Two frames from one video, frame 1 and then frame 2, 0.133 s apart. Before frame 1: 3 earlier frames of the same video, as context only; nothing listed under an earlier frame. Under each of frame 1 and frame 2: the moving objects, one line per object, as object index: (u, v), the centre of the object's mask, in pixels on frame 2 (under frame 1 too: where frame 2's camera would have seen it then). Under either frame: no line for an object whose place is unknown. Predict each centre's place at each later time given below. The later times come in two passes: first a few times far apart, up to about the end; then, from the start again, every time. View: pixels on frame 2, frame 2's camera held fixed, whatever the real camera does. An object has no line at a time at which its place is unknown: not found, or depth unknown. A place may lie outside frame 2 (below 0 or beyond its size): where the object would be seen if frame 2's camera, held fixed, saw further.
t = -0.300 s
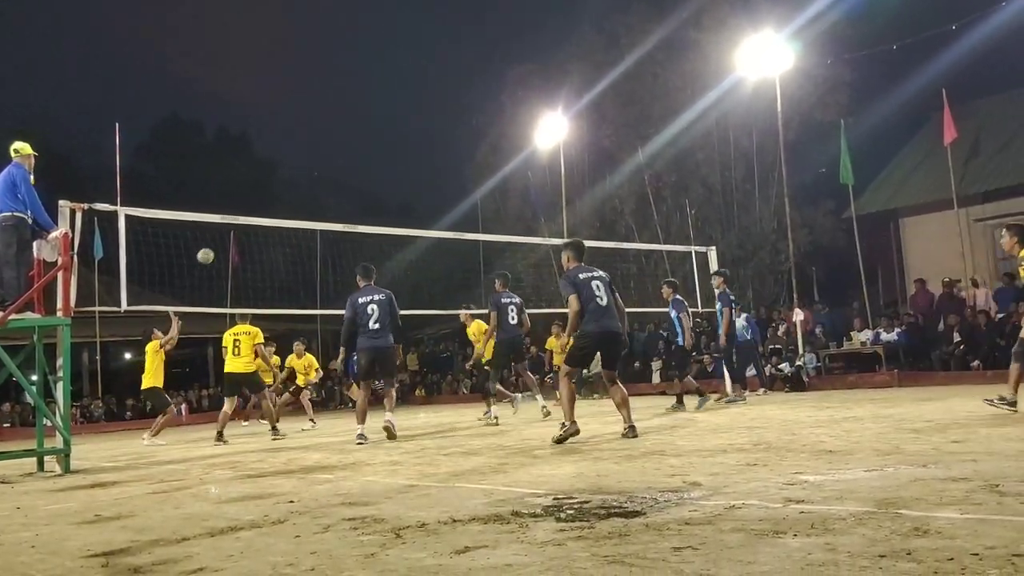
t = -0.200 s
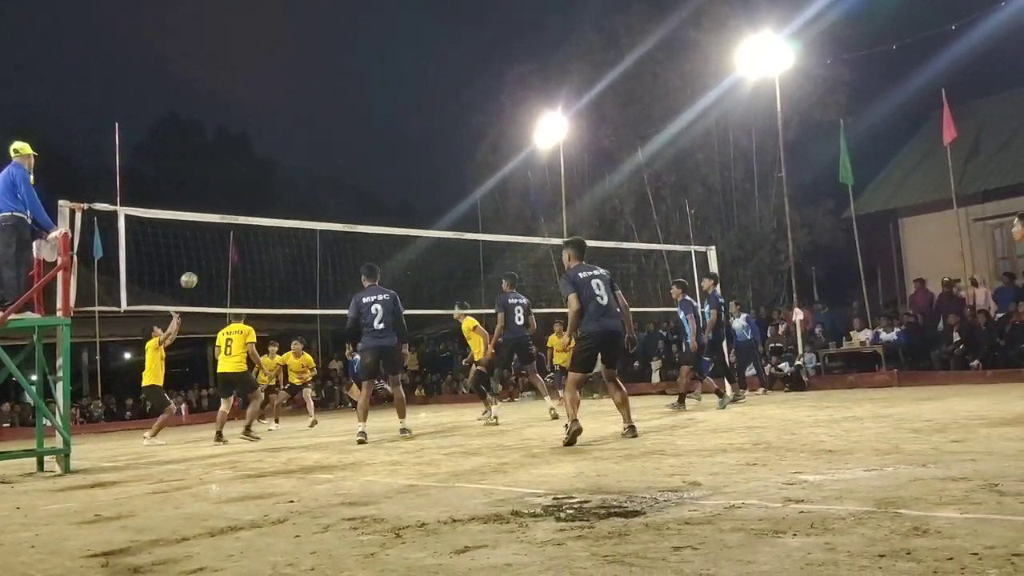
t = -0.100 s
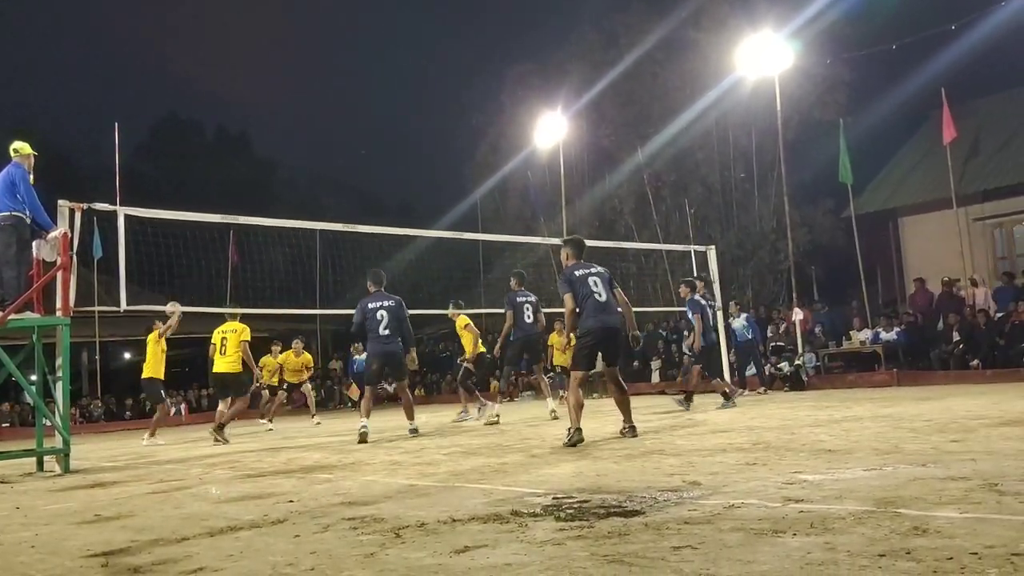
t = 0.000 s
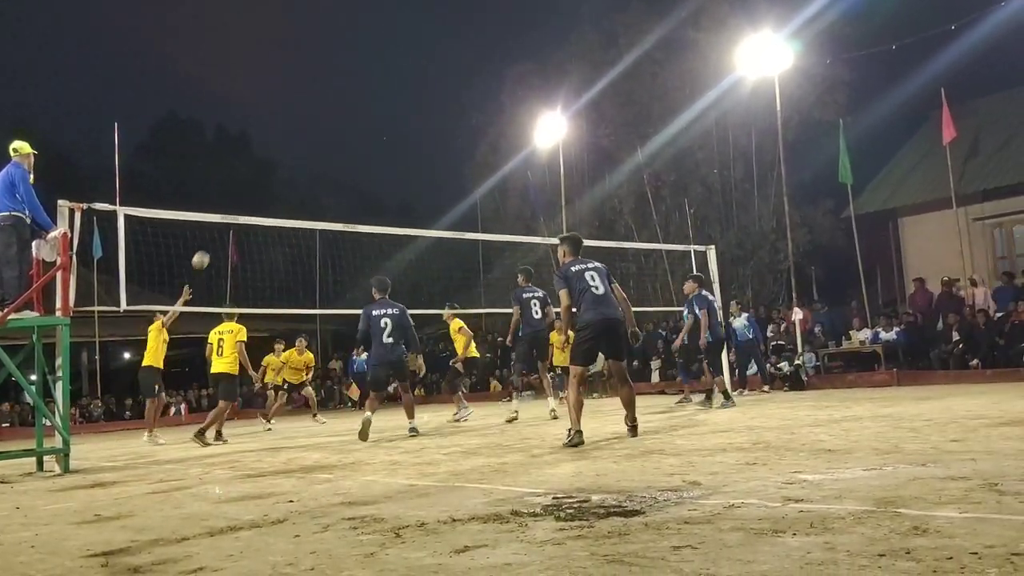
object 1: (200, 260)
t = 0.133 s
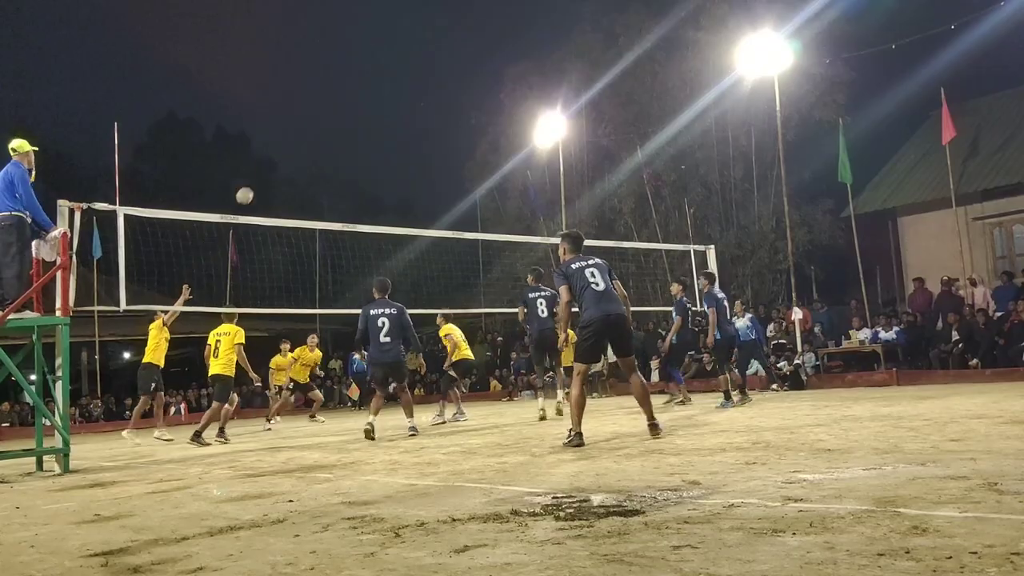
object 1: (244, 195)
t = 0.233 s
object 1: (276, 158)
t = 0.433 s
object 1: (337, 108)
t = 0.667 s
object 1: (405, 85)
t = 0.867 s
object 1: (461, 93)
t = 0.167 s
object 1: (255, 182)
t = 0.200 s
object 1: (266, 170)
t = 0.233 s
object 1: (276, 158)
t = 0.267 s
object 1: (286, 148)
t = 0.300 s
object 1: (297, 138)
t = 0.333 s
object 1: (307, 129)
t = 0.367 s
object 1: (317, 121)
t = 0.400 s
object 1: (327, 115)
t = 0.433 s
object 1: (337, 108)
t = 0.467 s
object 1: (347, 103)
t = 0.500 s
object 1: (357, 98)
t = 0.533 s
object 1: (367, 94)
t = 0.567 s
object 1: (376, 91)
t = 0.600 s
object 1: (386, 88)
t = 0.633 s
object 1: (396, 86)
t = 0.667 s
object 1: (405, 85)
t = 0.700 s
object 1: (415, 85)
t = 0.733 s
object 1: (424, 85)
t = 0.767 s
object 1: (433, 86)
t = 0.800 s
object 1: (443, 88)
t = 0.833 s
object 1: (452, 90)
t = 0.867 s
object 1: (461, 93)
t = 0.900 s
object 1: (470, 97)
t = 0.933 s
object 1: (479, 101)
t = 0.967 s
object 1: (488, 106)
